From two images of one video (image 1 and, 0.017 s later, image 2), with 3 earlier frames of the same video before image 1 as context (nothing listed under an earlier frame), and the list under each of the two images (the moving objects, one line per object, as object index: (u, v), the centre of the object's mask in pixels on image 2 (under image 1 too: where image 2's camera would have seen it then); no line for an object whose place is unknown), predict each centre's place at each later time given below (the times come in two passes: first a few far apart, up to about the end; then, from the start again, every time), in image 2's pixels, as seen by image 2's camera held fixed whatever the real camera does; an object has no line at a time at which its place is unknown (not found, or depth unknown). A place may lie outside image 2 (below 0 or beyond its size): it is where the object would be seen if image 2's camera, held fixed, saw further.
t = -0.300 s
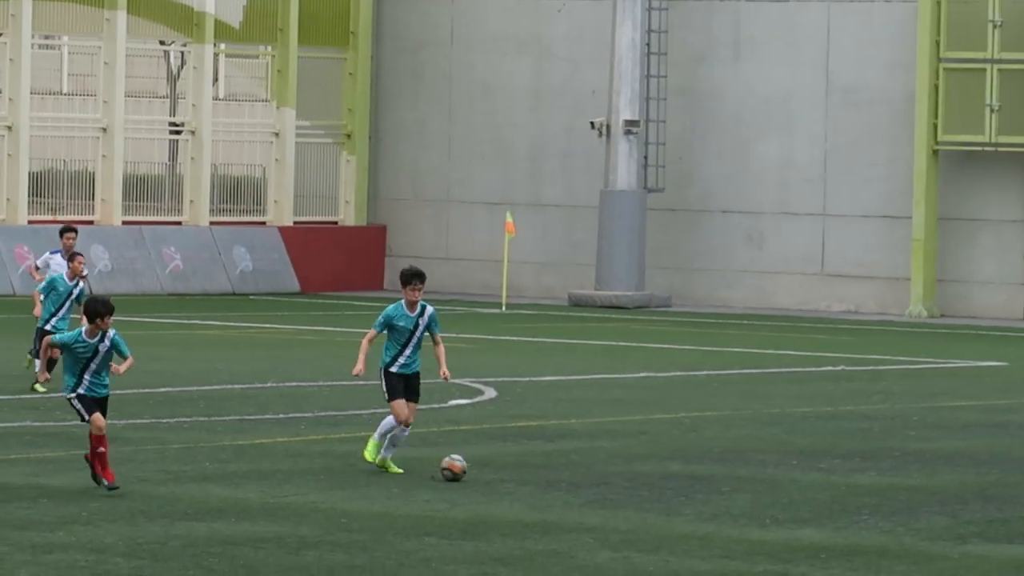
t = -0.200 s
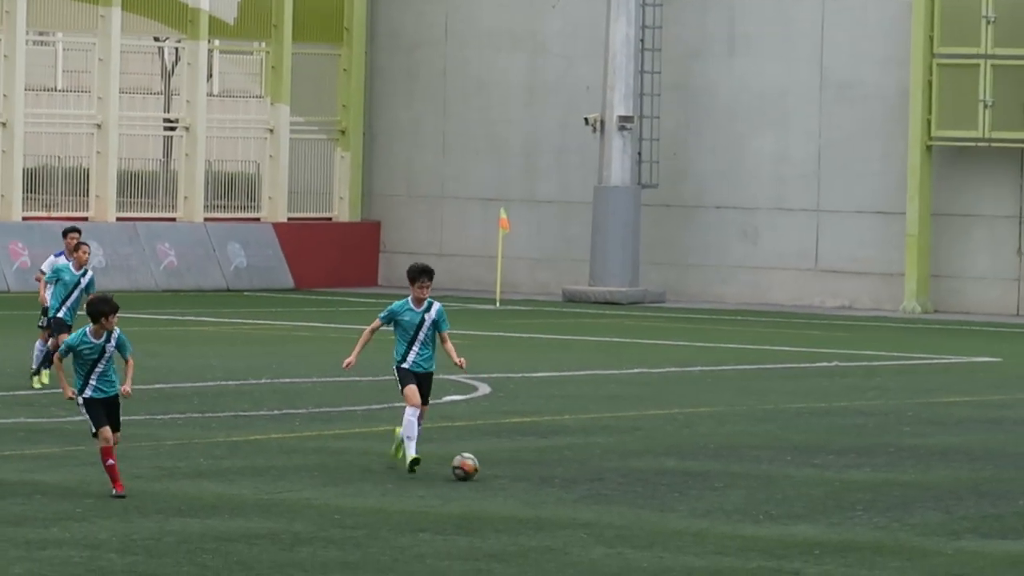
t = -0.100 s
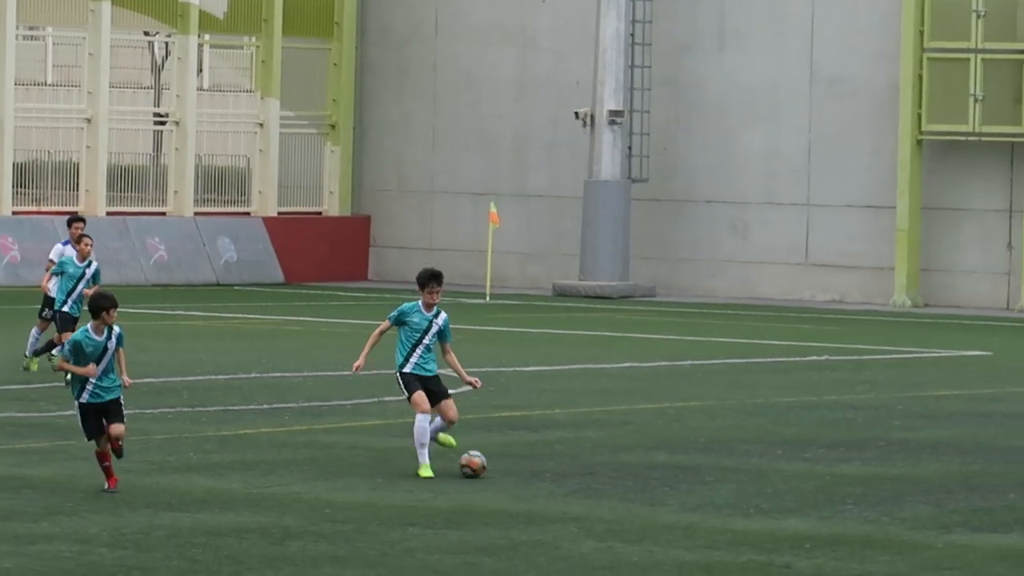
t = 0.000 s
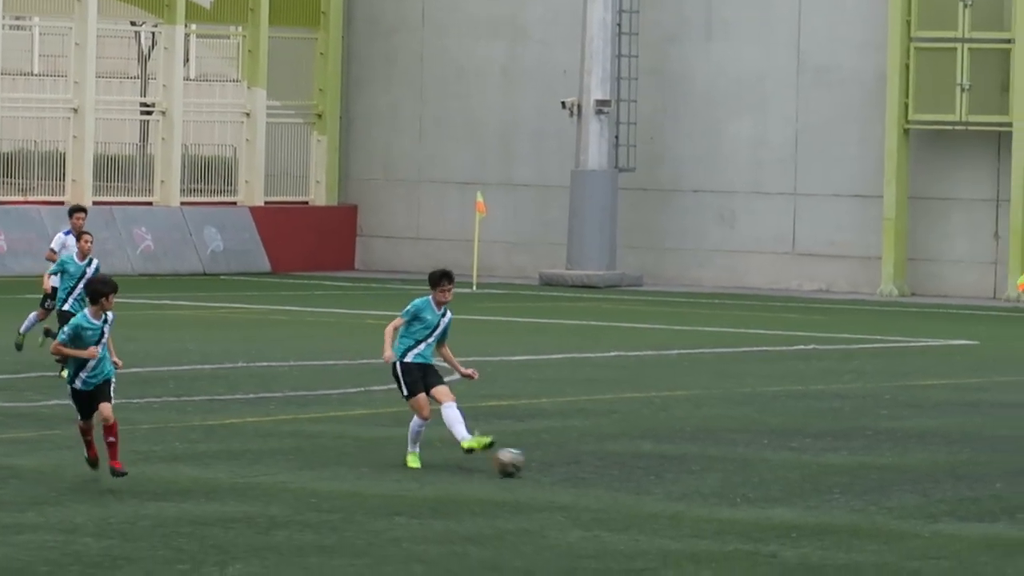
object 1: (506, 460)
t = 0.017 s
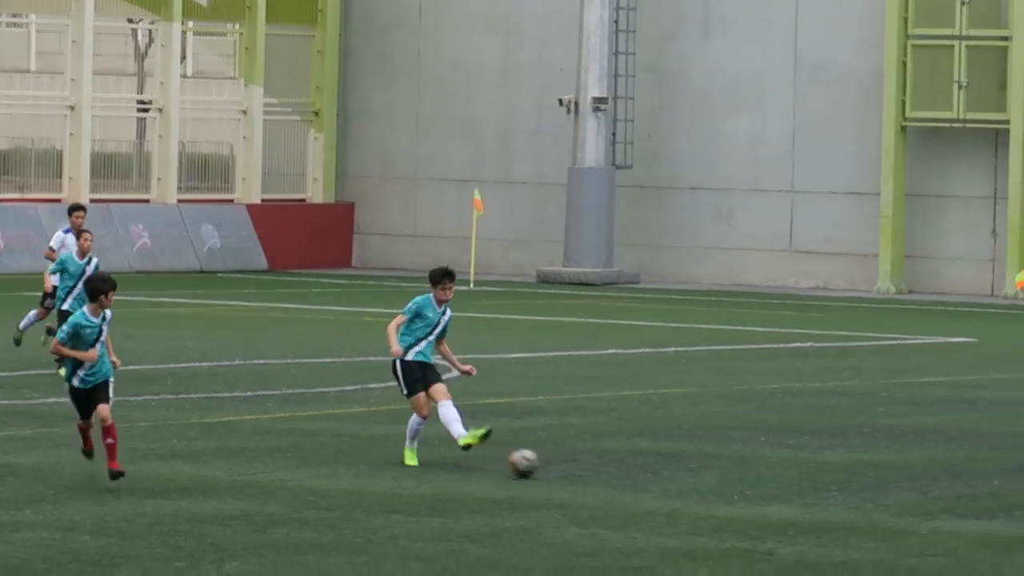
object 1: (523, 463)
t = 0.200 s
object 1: (719, 501)
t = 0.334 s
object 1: (864, 518)
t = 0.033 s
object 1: (541, 468)
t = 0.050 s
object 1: (558, 471)
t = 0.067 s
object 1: (576, 474)
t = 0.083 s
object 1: (593, 477)
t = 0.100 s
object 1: (612, 480)
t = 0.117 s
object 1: (630, 485)
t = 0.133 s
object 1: (648, 489)
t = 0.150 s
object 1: (666, 494)
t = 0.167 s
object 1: (684, 497)
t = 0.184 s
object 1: (702, 499)
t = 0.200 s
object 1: (719, 501)
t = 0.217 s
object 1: (739, 505)
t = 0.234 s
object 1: (757, 510)
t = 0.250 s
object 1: (777, 514)
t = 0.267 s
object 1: (794, 516)
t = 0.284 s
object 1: (811, 516)
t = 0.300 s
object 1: (828, 516)
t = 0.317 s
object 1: (845, 516)
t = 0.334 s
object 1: (864, 518)
